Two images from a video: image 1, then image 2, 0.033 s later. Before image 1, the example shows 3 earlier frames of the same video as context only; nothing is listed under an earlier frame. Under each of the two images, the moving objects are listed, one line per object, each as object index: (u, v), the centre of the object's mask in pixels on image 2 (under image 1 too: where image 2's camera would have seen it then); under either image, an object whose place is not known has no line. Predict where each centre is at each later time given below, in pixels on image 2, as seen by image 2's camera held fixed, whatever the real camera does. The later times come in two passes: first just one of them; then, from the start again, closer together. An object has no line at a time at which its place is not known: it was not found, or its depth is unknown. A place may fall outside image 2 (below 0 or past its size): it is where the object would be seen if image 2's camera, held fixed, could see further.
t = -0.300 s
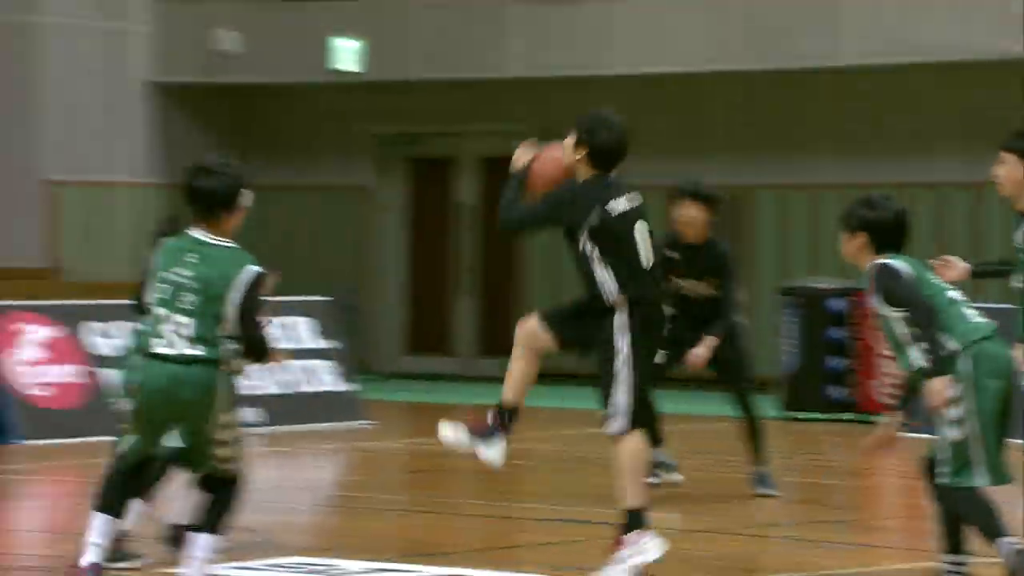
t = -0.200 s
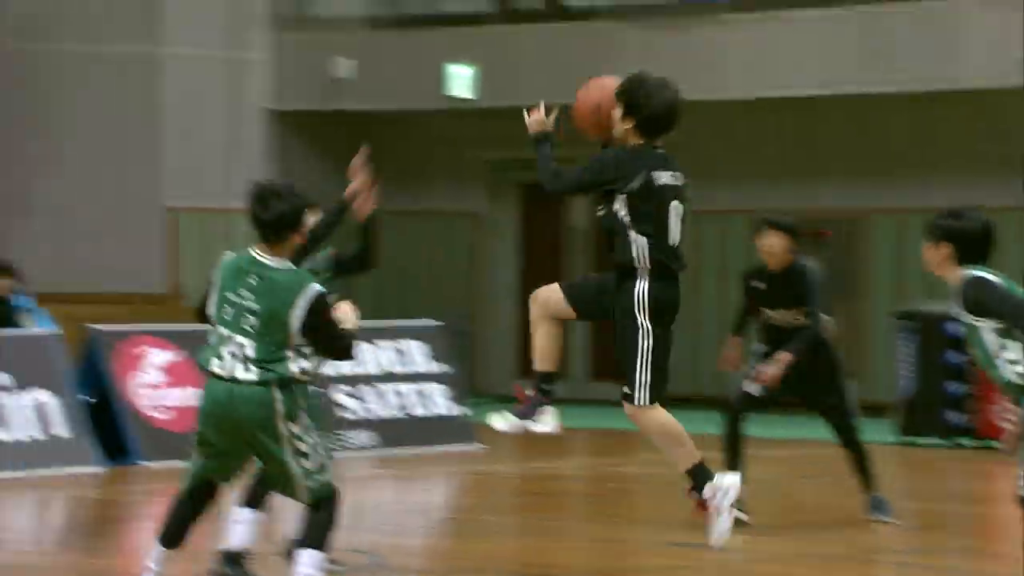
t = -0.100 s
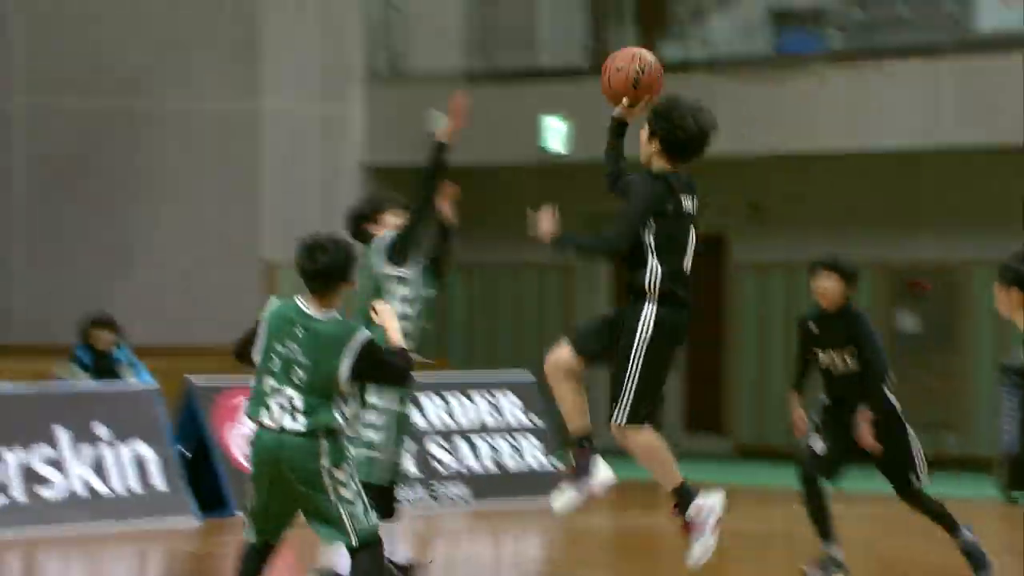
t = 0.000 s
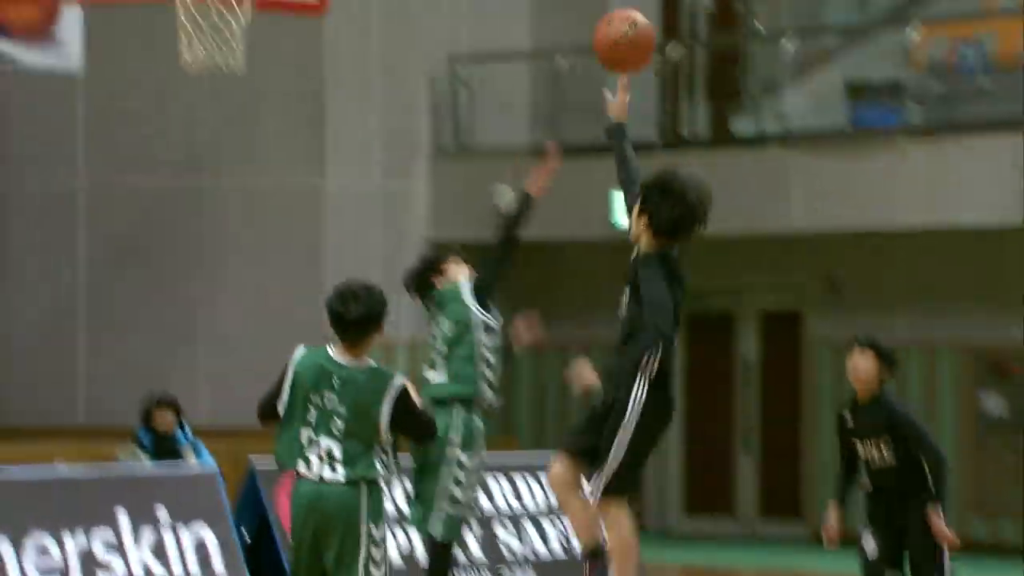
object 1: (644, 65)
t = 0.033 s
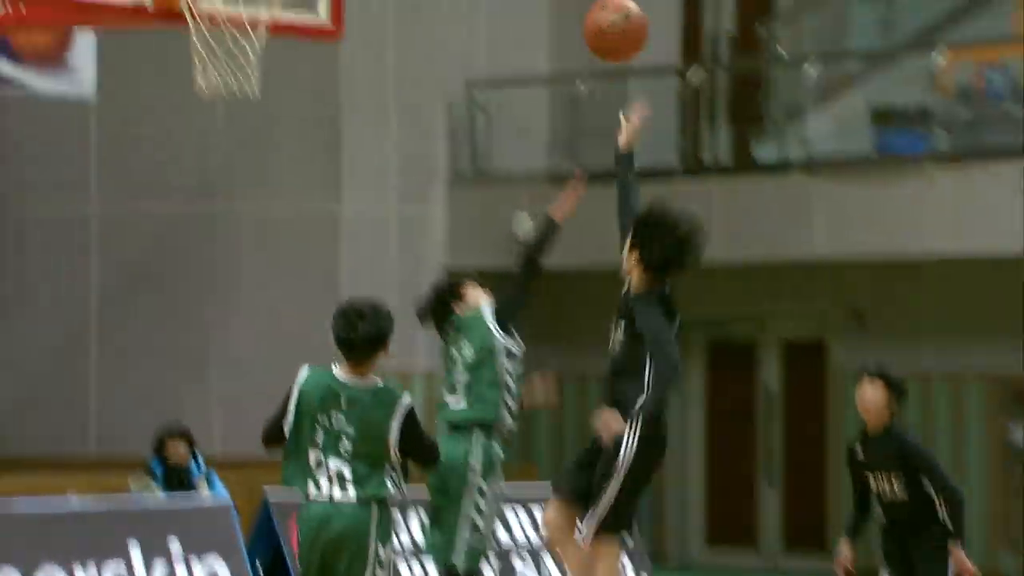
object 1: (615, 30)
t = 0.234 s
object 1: (450, -118)
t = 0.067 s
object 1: (588, 2)
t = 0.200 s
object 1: (477, -100)
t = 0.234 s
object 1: (450, -118)
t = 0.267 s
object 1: (425, -133)
